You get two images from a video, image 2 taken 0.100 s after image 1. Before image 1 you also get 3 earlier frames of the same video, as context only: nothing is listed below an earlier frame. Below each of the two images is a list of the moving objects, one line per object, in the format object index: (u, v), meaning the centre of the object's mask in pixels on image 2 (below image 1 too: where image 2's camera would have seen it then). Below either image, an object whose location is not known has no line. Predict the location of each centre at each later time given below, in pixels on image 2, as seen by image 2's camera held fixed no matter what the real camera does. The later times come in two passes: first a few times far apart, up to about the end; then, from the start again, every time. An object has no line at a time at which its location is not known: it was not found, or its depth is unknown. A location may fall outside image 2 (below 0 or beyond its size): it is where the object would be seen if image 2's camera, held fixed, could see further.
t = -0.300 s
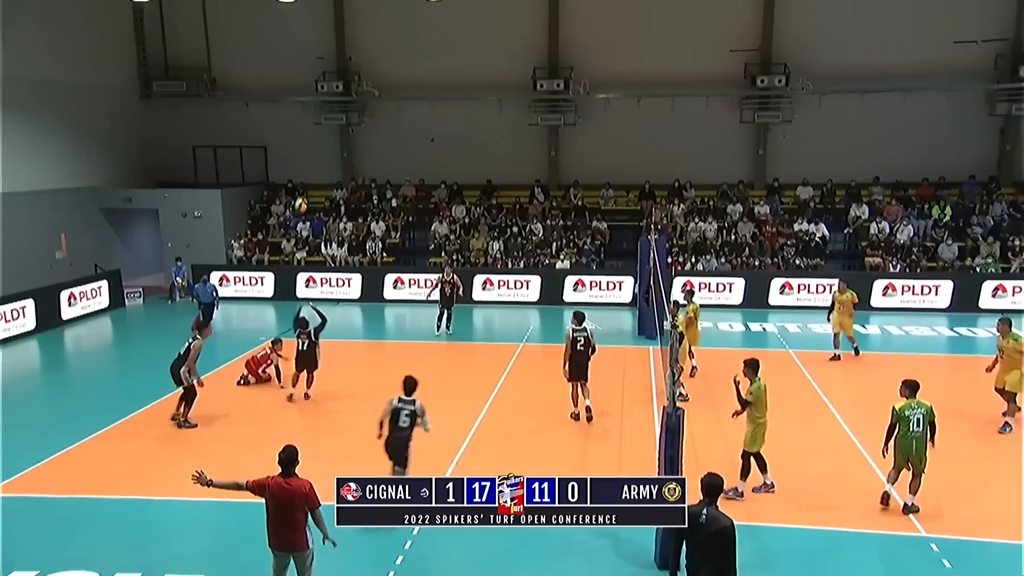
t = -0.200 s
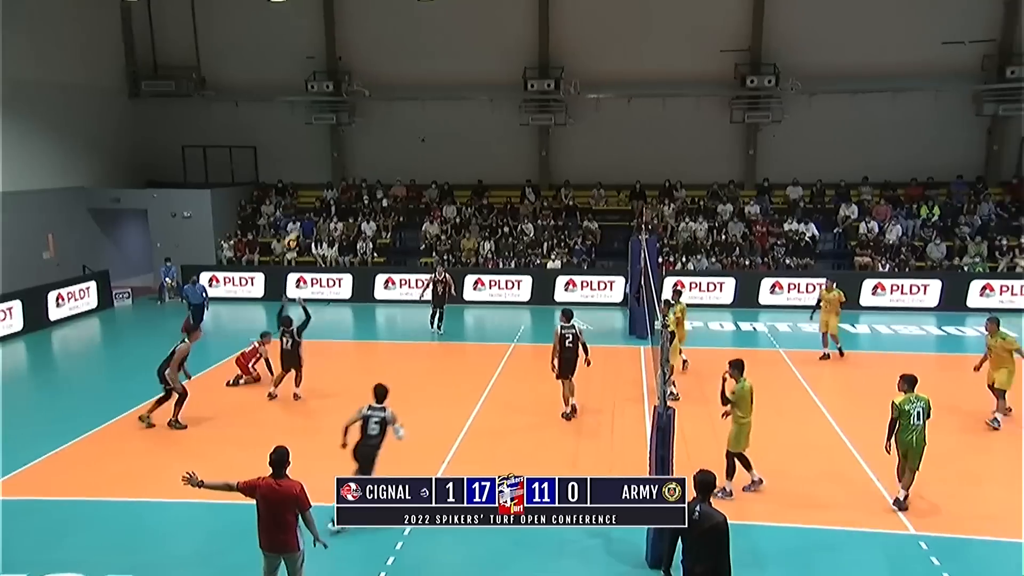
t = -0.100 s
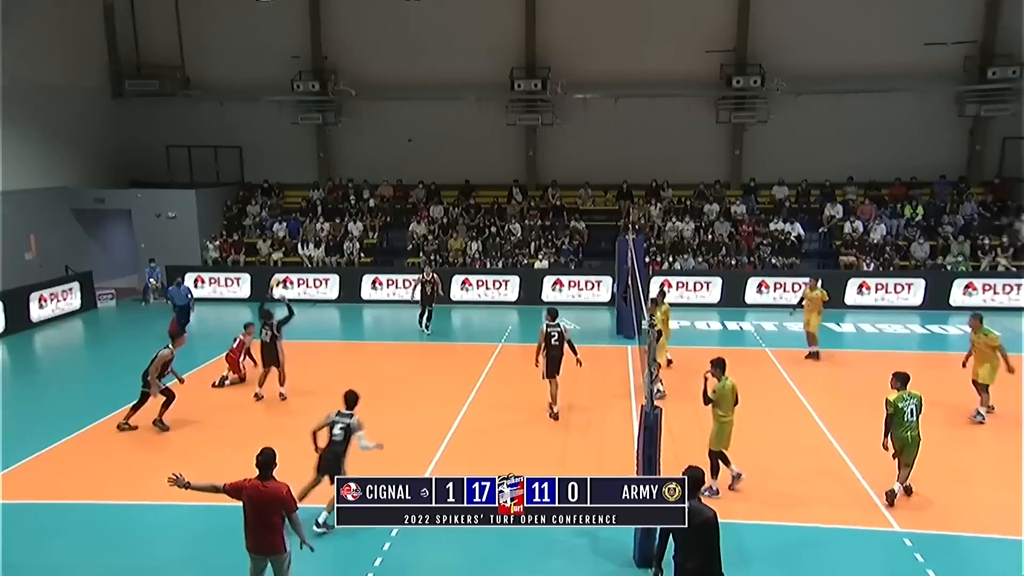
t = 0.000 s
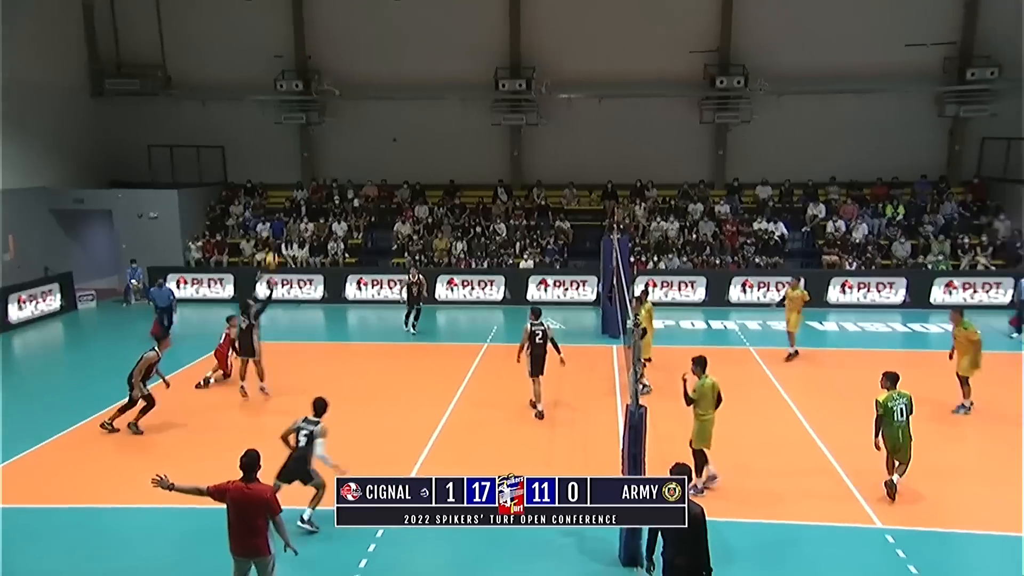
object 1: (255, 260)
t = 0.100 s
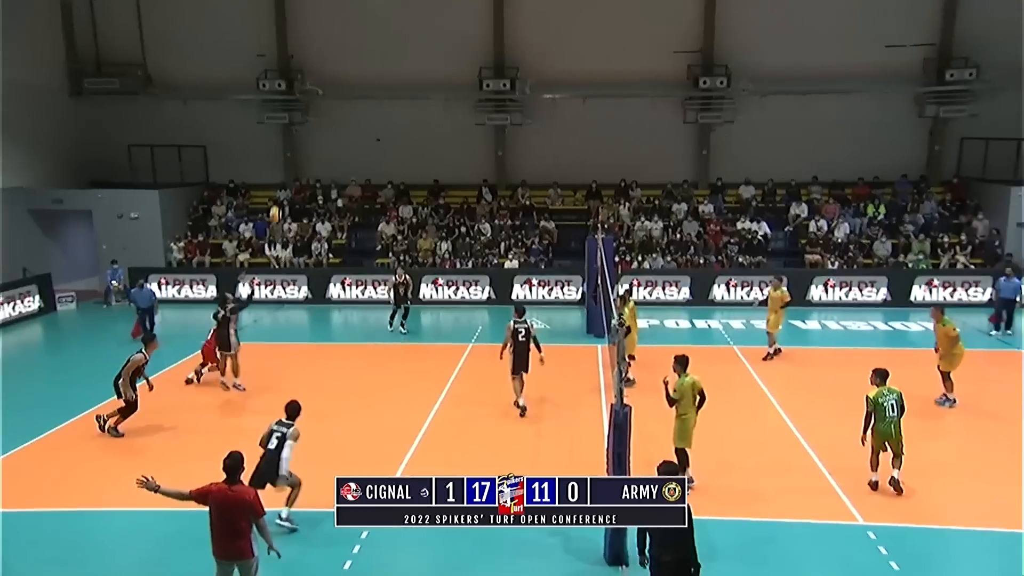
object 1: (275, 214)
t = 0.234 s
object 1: (301, 163)
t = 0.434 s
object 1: (339, 107)
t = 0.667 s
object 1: (381, 73)
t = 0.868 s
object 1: (415, 69)
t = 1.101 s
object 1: (450, 87)
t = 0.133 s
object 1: (282, 200)
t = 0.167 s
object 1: (288, 188)
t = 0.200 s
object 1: (295, 174)
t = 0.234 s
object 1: (301, 163)
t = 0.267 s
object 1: (308, 152)
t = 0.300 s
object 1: (314, 141)
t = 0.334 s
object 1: (321, 131)
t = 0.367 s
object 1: (327, 123)
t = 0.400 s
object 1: (333, 114)
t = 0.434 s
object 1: (339, 107)
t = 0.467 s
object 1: (345, 100)
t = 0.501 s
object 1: (351, 94)
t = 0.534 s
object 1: (358, 88)
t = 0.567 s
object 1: (363, 83)
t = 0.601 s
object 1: (369, 79)
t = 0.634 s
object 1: (375, 76)
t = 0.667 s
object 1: (381, 73)
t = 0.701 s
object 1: (387, 71)
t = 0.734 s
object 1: (392, 69)
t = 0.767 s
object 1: (398, 68)
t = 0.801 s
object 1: (404, 68)
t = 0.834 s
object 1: (410, 68)
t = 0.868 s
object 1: (415, 69)
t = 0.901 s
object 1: (420, 70)
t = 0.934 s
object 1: (426, 71)
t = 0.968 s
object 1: (431, 73)
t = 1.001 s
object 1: (436, 76)
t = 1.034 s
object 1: (440, 79)
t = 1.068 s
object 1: (445, 83)
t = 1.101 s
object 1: (450, 87)
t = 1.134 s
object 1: (455, 91)
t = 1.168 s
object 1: (459, 96)
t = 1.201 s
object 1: (464, 102)
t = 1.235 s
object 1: (467, 107)
